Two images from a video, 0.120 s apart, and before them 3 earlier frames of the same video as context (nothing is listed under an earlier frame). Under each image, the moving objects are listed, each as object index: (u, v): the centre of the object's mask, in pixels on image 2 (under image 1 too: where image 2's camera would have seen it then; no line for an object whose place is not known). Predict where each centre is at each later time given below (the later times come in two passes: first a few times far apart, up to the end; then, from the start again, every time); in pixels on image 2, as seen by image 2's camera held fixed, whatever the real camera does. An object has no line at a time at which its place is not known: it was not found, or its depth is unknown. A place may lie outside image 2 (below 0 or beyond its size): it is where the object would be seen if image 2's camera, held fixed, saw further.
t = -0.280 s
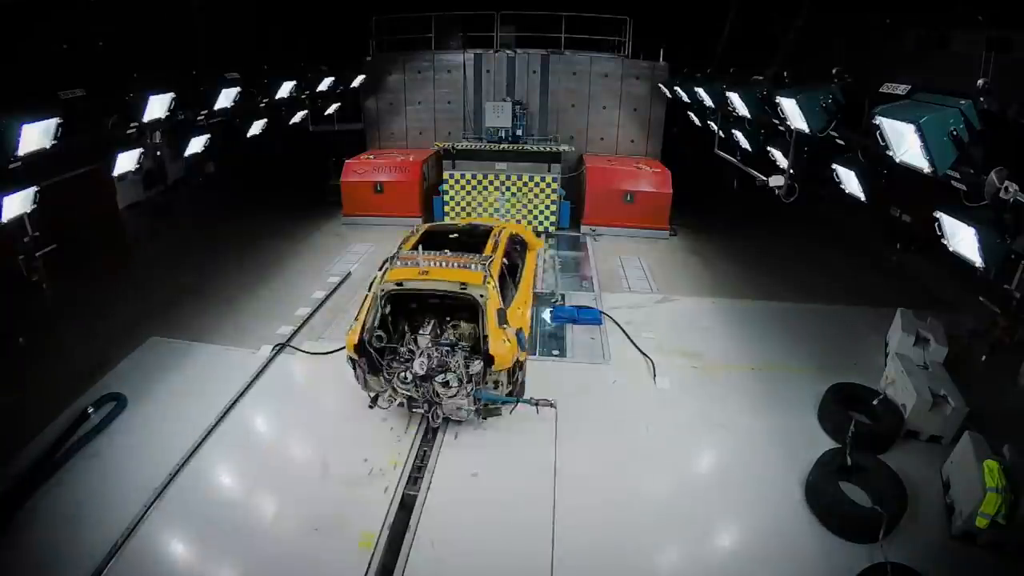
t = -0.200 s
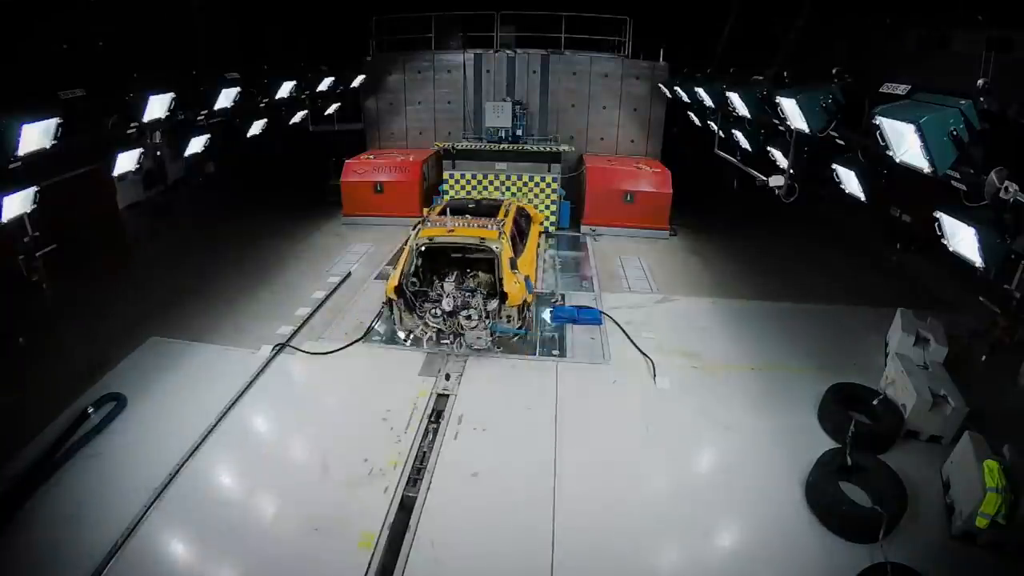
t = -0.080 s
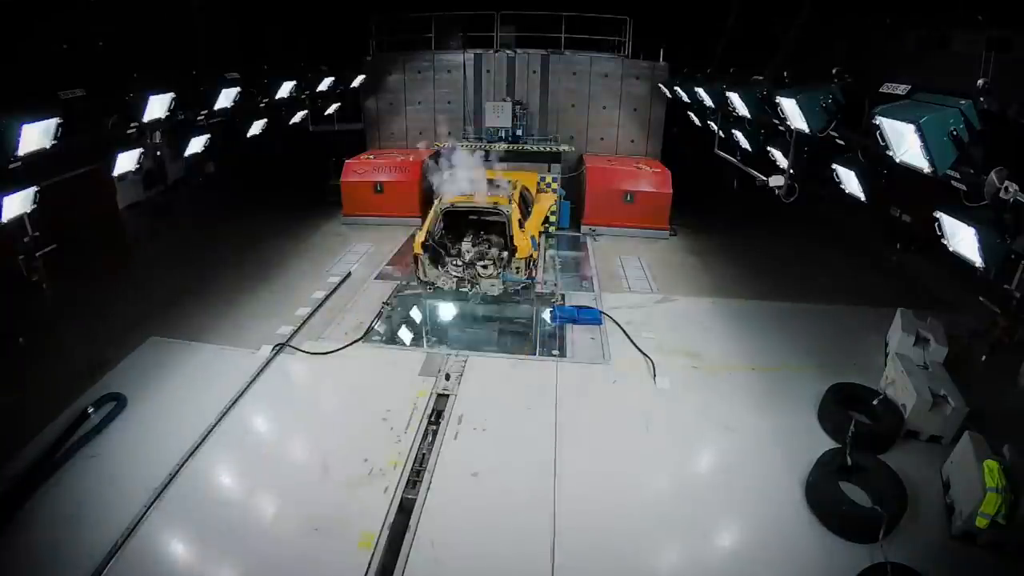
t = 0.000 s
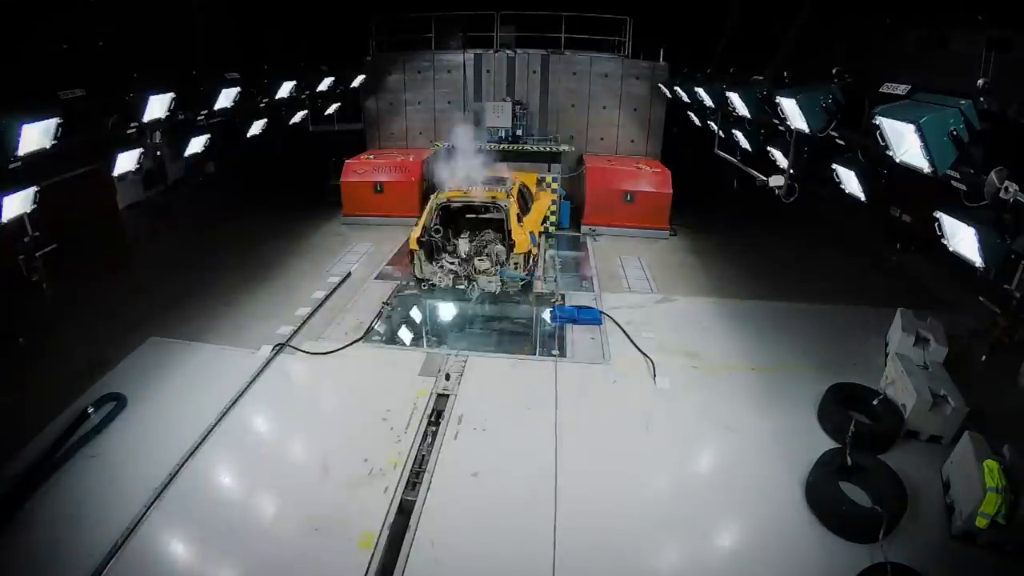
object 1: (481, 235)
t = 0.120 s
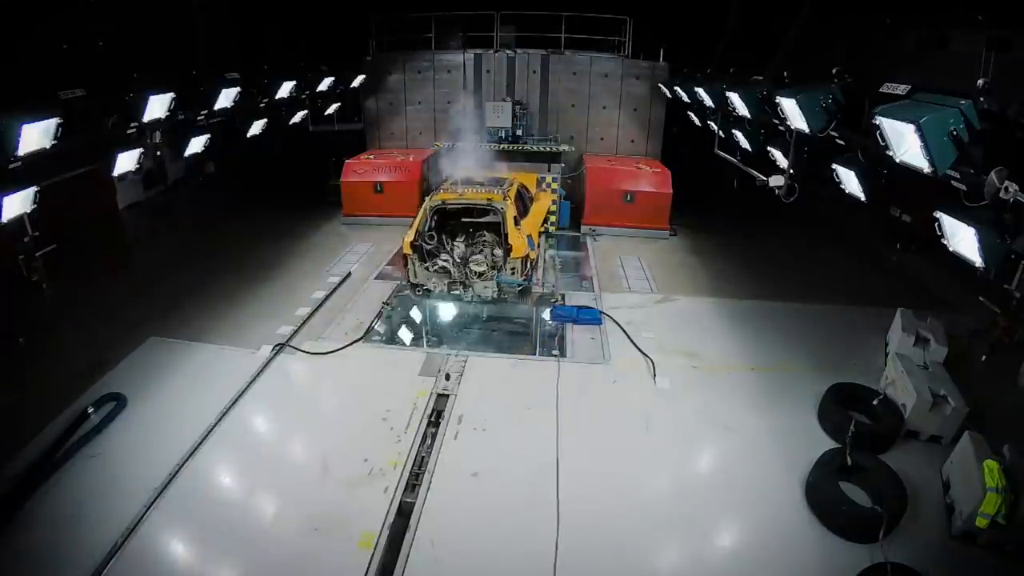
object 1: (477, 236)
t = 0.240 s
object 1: (474, 246)
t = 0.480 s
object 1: (470, 265)
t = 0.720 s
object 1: (462, 270)
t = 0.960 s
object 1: (458, 289)
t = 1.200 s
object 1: (452, 300)
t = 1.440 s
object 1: (446, 312)
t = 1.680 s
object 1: (441, 323)
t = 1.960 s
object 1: (435, 334)
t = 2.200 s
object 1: (431, 343)
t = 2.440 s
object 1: (427, 350)
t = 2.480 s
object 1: (426, 352)
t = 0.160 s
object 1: (476, 238)
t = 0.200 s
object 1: (475, 241)
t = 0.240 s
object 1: (474, 246)
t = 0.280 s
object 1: (473, 252)
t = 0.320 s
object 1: (473, 255)
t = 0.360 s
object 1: (473, 258)
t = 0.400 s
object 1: (472, 262)
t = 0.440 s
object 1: (471, 264)
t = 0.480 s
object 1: (470, 265)
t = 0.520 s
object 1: (469, 266)
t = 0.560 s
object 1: (467, 266)
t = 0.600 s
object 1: (466, 266)
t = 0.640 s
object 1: (465, 267)
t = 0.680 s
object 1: (464, 268)
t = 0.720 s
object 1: (462, 270)
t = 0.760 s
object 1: (462, 273)
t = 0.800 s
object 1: (461, 276)
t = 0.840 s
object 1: (461, 280)
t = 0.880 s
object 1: (460, 283)
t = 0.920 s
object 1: (459, 286)
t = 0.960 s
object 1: (458, 289)
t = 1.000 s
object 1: (457, 292)
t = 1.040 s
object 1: (456, 294)
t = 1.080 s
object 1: (455, 296)
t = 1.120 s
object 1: (454, 298)
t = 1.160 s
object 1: (453, 299)
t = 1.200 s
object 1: (452, 300)
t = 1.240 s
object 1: (452, 302)
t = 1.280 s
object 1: (451, 303)
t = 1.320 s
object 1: (450, 305)
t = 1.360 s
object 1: (449, 307)
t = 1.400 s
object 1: (448, 309)
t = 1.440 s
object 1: (446, 312)
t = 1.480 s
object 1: (446, 314)
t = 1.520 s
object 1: (445, 316)
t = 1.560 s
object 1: (444, 318)
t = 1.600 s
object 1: (443, 320)
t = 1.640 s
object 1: (442, 322)
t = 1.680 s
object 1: (441, 323)
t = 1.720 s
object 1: (440, 325)
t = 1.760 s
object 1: (439, 327)
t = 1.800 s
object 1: (438, 328)
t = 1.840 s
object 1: (438, 330)
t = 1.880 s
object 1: (437, 331)
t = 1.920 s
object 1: (436, 333)
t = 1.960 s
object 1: (435, 334)
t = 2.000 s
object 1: (434, 336)
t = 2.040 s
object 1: (434, 338)
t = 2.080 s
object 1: (433, 339)
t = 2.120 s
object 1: (432, 340)
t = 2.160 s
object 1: (431, 342)
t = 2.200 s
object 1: (431, 343)
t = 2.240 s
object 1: (430, 344)
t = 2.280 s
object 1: (429, 345)
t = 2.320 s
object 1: (429, 347)
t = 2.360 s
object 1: (428, 348)
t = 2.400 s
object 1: (427, 349)
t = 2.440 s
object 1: (427, 350)
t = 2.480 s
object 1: (426, 352)
